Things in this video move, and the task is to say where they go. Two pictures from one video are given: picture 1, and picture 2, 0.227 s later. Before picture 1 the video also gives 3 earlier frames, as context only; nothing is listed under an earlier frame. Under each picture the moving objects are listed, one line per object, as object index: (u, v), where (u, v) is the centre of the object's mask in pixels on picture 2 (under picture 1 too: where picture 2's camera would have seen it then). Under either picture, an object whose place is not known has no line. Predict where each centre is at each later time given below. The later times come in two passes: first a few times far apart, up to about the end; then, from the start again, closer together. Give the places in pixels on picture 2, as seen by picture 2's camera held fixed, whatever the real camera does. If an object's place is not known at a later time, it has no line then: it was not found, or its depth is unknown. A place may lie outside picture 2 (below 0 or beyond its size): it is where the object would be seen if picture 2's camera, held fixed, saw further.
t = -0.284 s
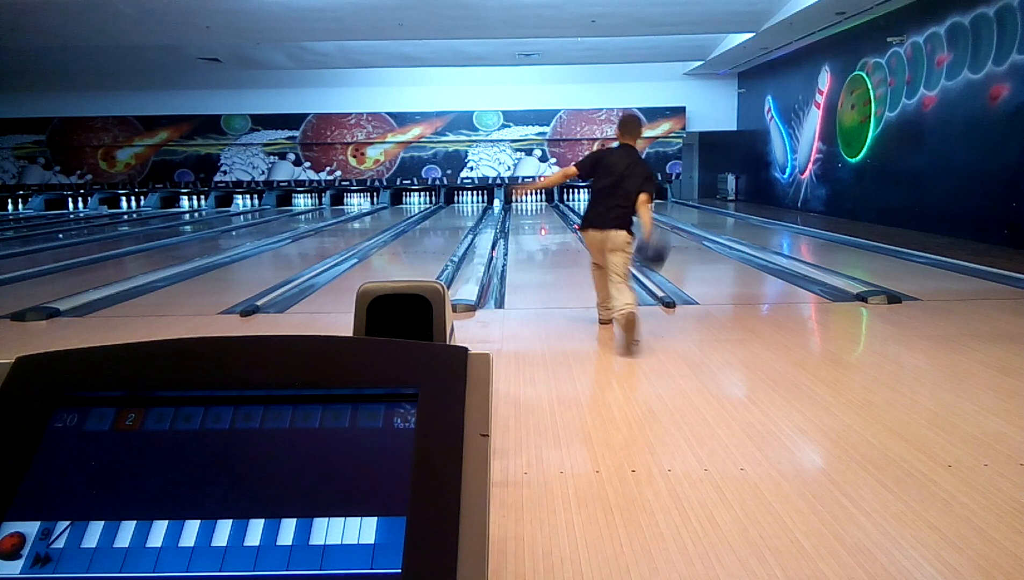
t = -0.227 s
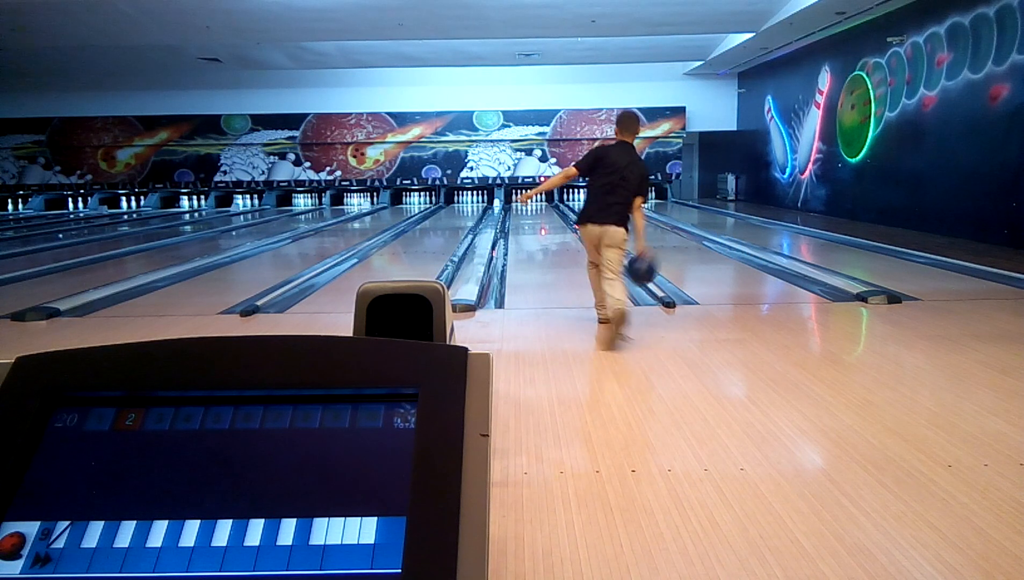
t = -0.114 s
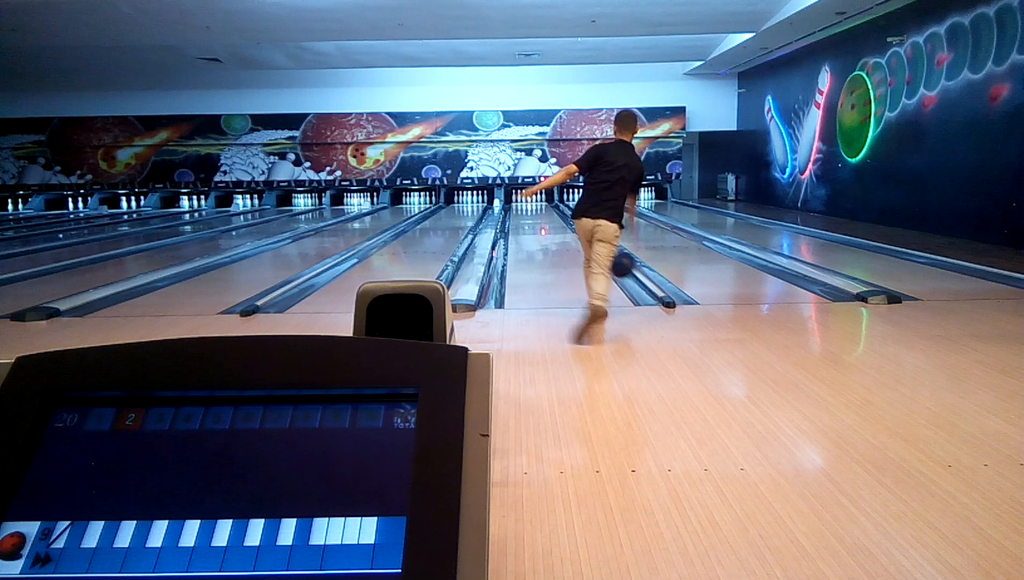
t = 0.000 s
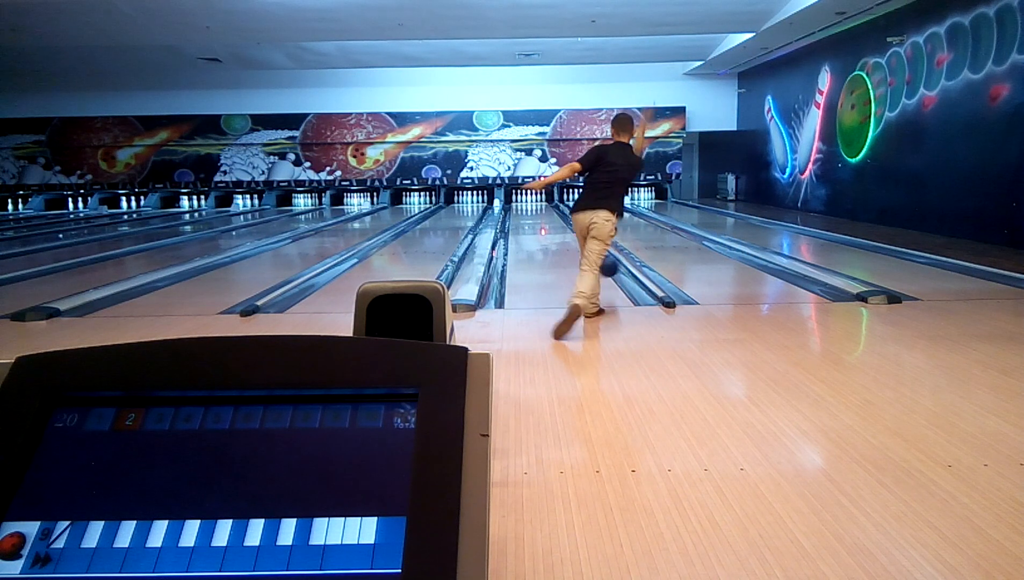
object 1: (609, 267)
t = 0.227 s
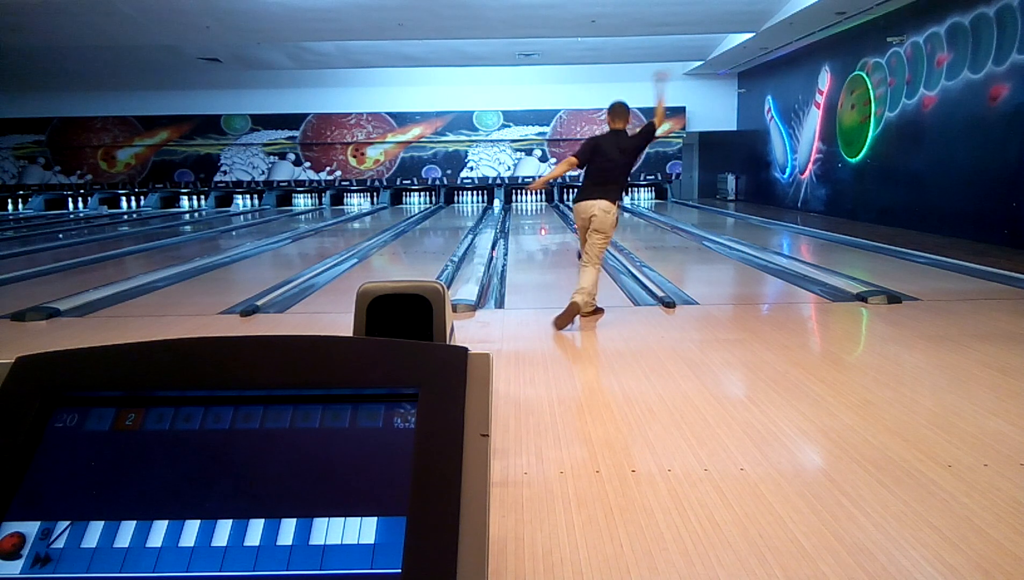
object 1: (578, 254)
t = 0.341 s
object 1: (576, 247)
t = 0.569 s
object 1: (569, 236)
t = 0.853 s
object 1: (557, 225)
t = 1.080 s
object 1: (551, 219)
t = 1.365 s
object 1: (545, 212)
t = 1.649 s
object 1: (540, 208)
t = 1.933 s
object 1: (537, 204)
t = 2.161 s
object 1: (534, 201)
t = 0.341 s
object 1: (576, 247)
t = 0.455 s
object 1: (574, 243)
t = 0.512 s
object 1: (571, 239)
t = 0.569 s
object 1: (569, 236)
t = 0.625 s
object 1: (566, 233)
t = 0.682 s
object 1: (563, 230)
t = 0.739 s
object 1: (561, 228)
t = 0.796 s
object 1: (559, 226)
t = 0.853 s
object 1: (557, 225)
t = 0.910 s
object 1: (556, 223)
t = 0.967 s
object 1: (554, 221)
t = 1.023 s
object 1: (553, 220)
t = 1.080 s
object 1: (551, 219)
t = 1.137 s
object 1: (550, 217)
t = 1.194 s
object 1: (549, 216)
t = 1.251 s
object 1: (547, 215)
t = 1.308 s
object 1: (546, 214)
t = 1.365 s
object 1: (545, 212)
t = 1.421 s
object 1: (544, 211)
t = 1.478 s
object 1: (543, 210)
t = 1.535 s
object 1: (542, 209)
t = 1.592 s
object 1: (541, 208)
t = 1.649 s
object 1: (540, 208)
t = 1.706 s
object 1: (539, 207)
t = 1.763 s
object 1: (539, 206)
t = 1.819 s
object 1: (538, 205)
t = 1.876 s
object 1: (537, 204)
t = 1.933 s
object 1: (537, 204)
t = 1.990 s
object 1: (536, 203)
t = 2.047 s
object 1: (535, 202)
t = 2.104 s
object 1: (534, 202)
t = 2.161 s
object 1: (534, 201)
